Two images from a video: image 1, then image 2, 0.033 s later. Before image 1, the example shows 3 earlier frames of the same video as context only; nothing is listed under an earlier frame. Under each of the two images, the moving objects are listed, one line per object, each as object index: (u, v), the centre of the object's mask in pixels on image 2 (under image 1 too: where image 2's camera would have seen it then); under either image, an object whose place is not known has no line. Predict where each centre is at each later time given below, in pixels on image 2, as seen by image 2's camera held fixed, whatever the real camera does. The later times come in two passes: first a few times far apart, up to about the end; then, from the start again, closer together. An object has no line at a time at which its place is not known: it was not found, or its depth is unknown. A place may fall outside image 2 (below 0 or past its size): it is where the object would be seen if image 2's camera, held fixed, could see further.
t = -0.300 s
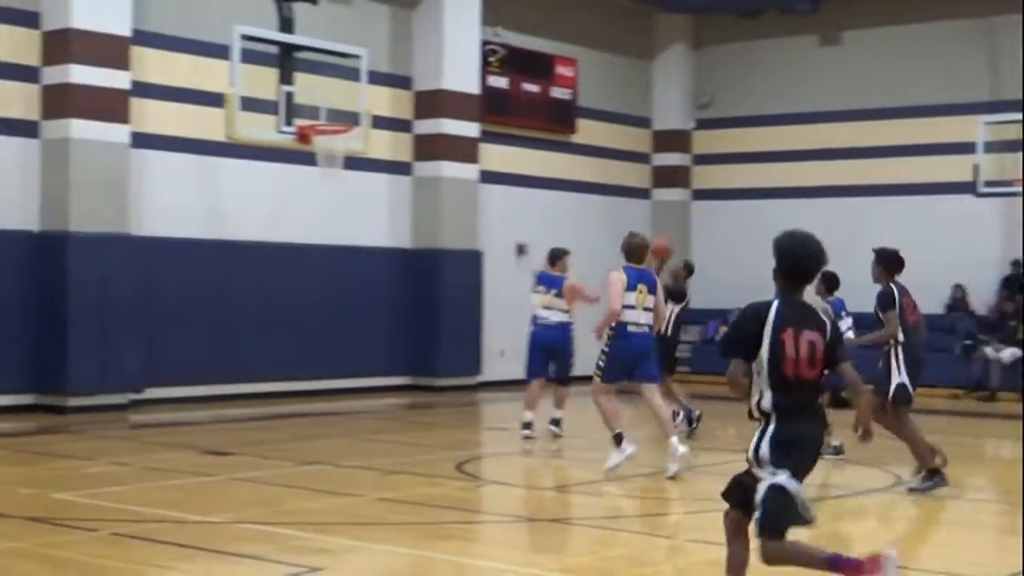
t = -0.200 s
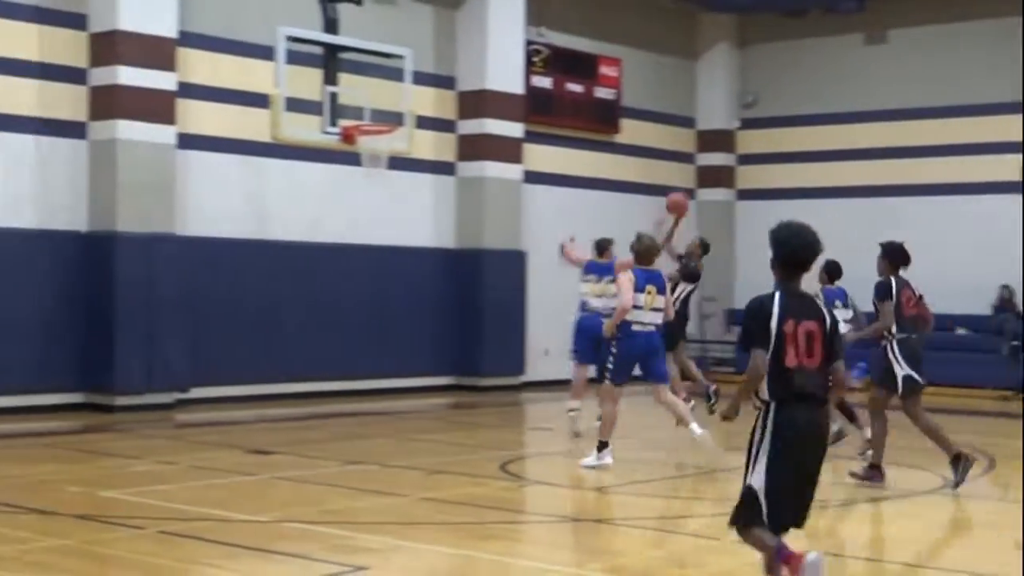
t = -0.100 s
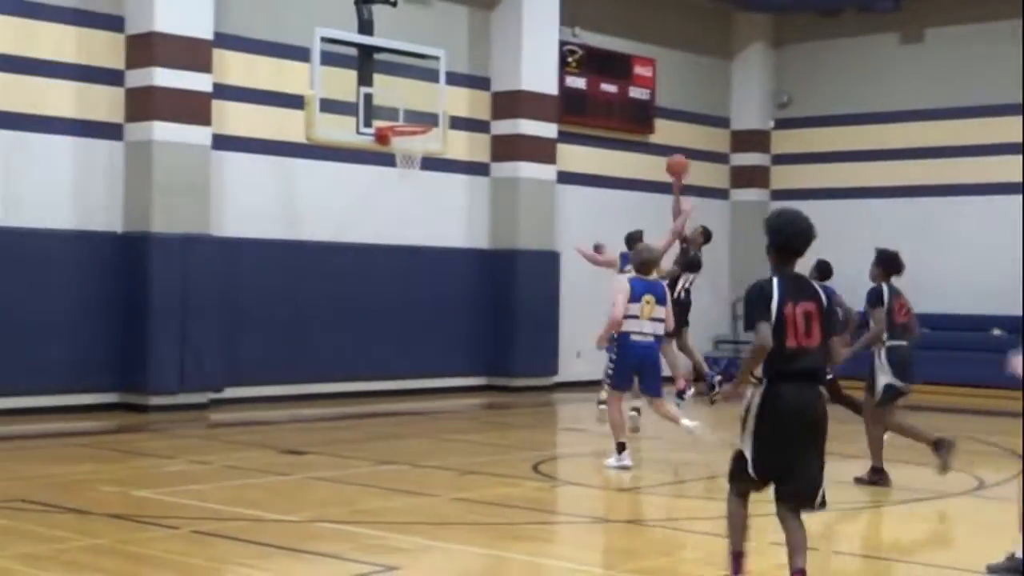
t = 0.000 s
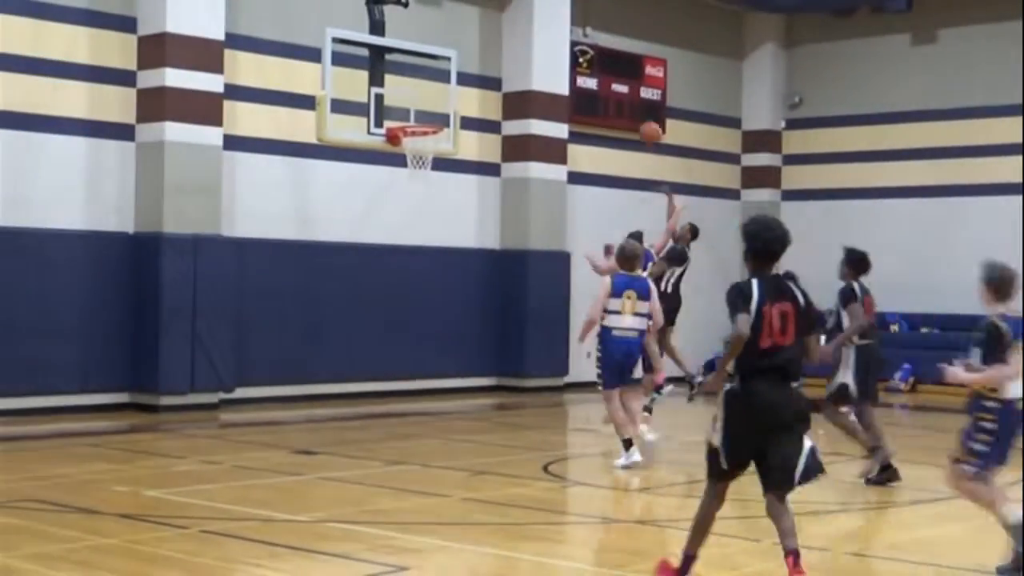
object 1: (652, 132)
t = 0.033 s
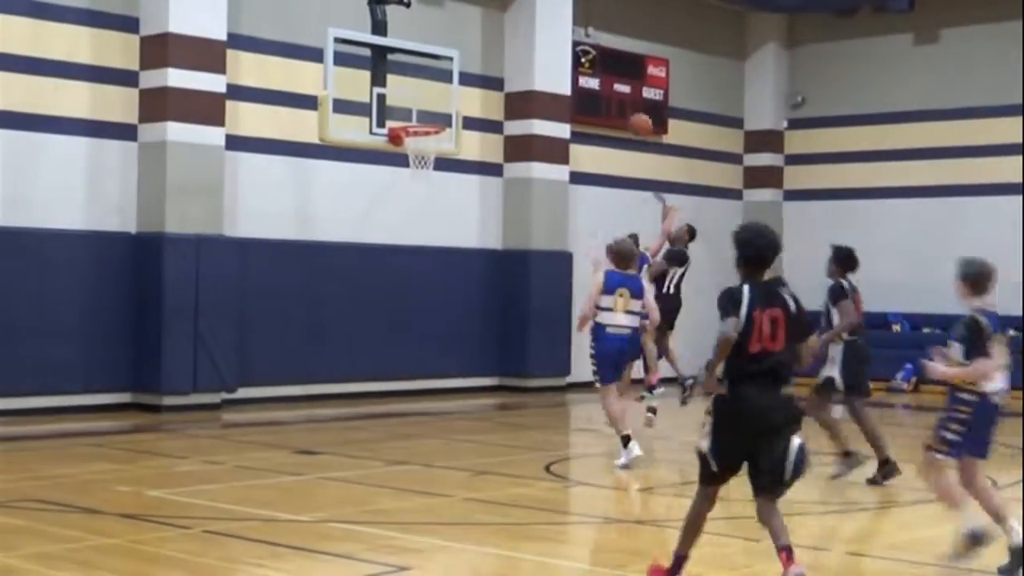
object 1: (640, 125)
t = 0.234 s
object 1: (565, 94)
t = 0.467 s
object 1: (473, 109)
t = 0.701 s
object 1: (469, 108)
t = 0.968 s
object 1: (501, 137)
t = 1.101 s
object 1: (514, 174)
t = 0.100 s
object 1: (614, 113)
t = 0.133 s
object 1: (602, 105)
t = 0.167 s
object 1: (589, 102)
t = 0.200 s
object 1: (578, 98)
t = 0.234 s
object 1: (565, 94)
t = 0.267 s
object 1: (551, 92)
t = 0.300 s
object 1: (537, 93)
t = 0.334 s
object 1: (524, 95)
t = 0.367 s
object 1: (512, 98)
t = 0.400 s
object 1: (499, 100)
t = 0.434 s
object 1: (486, 105)
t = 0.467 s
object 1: (473, 109)
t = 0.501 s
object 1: (461, 116)
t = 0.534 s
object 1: (450, 122)
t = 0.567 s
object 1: (454, 119)
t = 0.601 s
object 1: (458, 115)
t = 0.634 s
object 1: (461, 112)
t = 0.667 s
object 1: (465, 109)
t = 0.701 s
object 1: (469, 108)
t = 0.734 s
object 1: (473, 109)
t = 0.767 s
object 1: (477, 110)
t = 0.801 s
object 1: (481, 111)
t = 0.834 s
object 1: (485, 114)
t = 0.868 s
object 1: (490, 118)
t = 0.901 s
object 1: (493, 122)
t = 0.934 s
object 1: (496, 129)
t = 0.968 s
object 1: (501, 137)
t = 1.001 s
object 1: (504, 144)
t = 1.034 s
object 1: (508, 153)
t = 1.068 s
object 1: (512, 162)
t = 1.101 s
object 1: (514, 174)
